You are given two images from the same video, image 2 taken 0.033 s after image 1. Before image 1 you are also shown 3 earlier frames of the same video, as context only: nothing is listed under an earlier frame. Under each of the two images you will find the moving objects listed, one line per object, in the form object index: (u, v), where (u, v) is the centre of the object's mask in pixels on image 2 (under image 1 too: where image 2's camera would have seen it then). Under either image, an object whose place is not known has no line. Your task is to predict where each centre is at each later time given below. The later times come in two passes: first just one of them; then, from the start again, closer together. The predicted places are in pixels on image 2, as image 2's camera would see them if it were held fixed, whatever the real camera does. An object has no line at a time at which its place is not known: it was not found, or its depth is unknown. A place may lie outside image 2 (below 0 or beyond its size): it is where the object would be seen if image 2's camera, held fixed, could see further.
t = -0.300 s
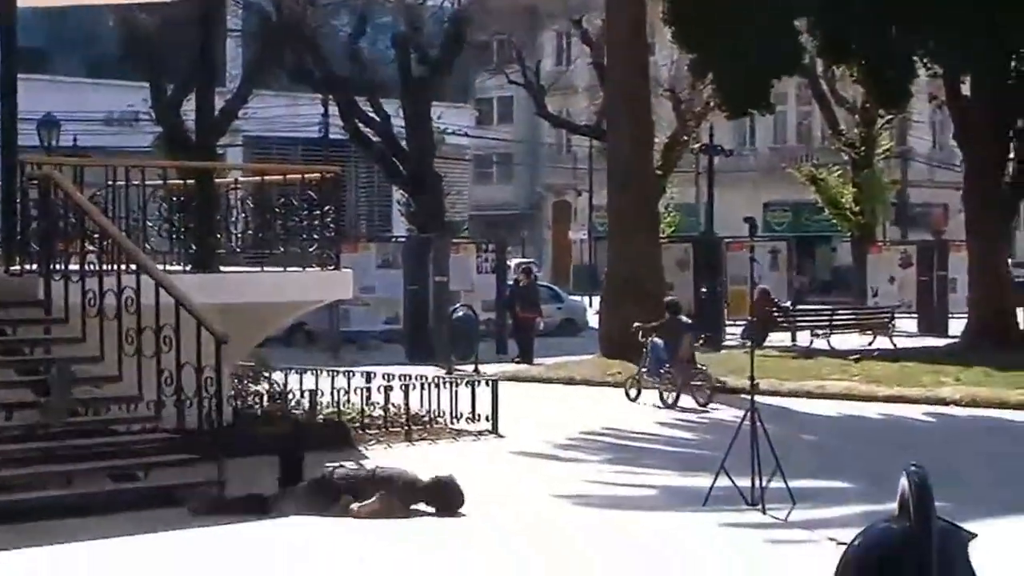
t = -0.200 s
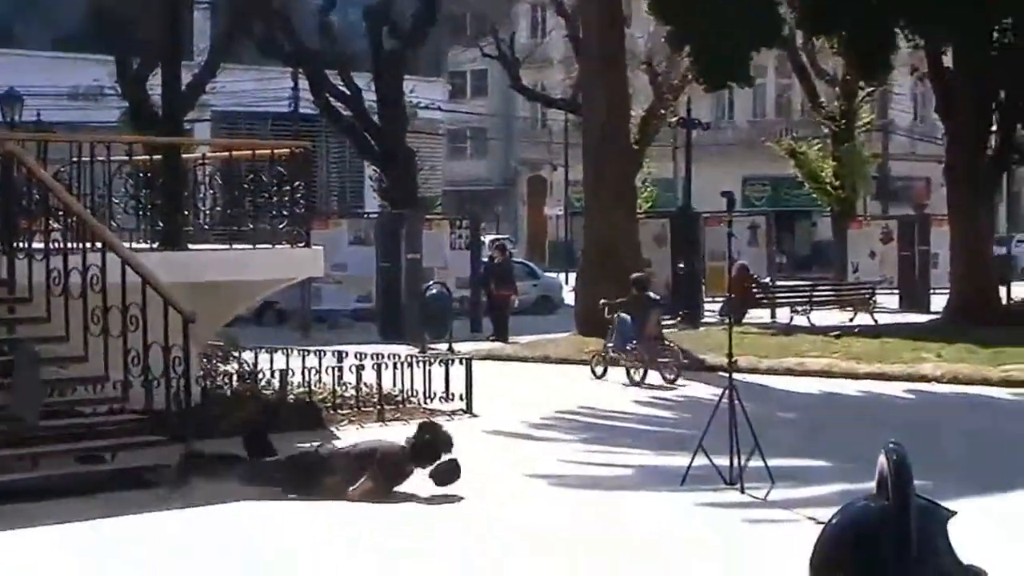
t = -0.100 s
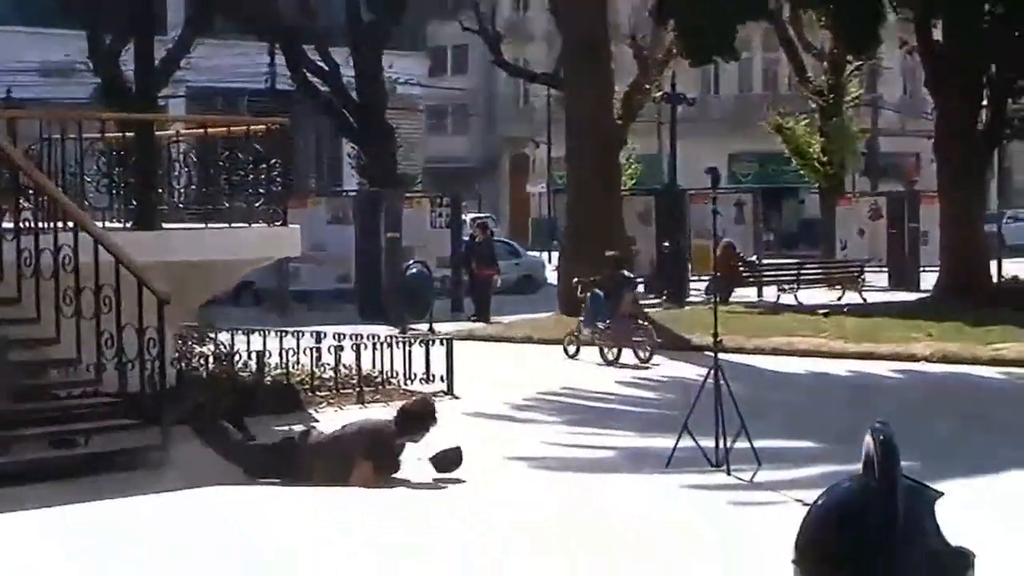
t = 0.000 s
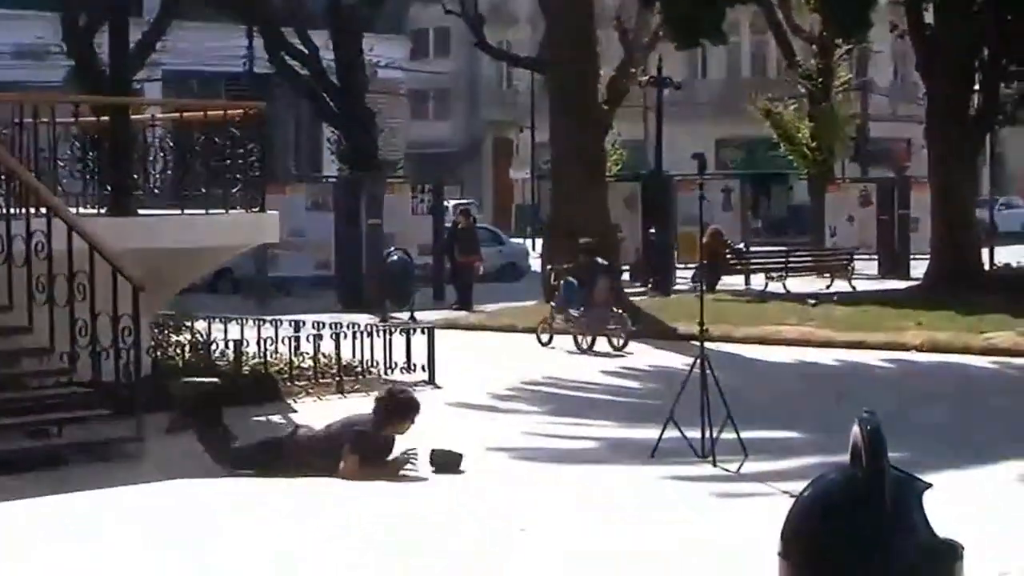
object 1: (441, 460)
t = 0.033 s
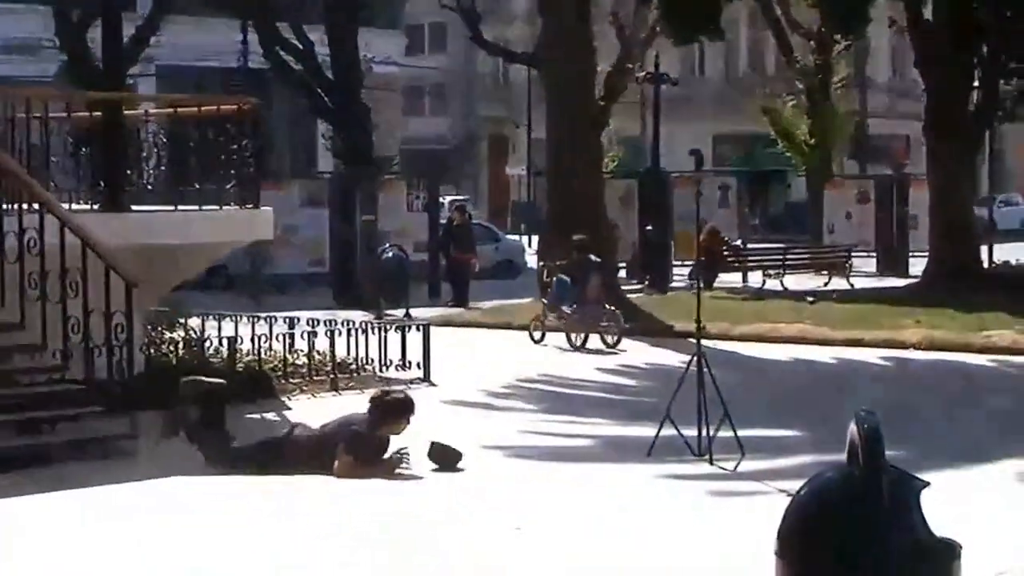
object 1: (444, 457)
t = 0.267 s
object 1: (464, 451)
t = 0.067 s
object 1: (447, 455)
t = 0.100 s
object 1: (451, 454)
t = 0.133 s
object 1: (454, 454)
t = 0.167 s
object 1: (457, 454)
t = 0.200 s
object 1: (460, 453)
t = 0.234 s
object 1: (463, 452)
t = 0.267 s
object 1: (464, 451)
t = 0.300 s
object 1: (466, 450)
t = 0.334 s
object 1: (468, 449)
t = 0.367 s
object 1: (471, 449)
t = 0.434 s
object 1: (476, 451)
